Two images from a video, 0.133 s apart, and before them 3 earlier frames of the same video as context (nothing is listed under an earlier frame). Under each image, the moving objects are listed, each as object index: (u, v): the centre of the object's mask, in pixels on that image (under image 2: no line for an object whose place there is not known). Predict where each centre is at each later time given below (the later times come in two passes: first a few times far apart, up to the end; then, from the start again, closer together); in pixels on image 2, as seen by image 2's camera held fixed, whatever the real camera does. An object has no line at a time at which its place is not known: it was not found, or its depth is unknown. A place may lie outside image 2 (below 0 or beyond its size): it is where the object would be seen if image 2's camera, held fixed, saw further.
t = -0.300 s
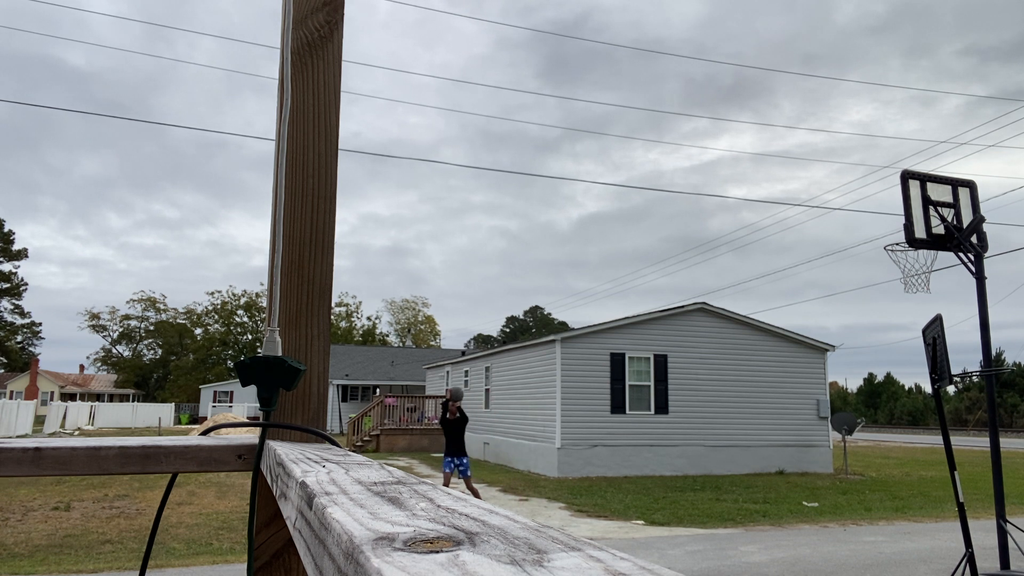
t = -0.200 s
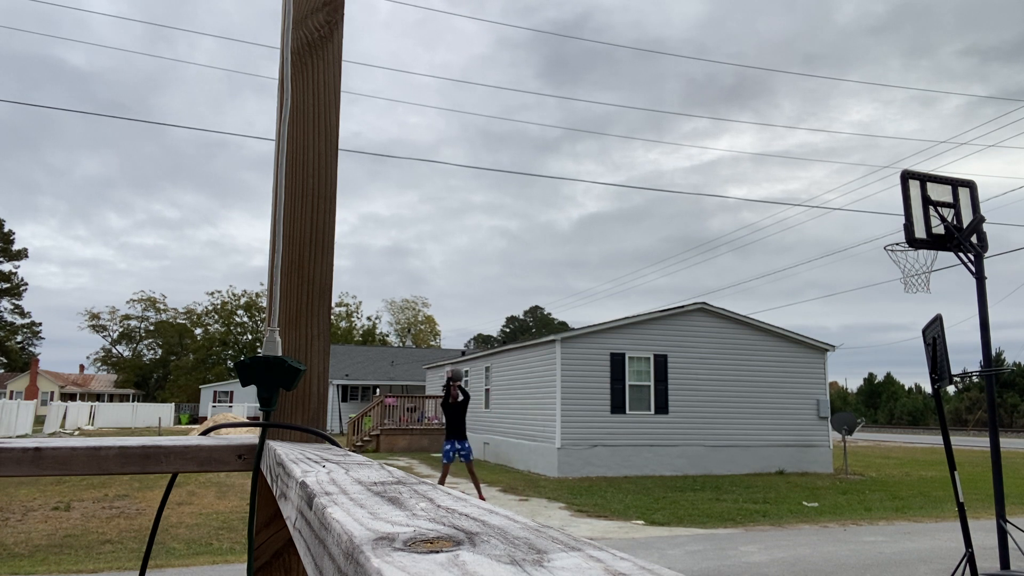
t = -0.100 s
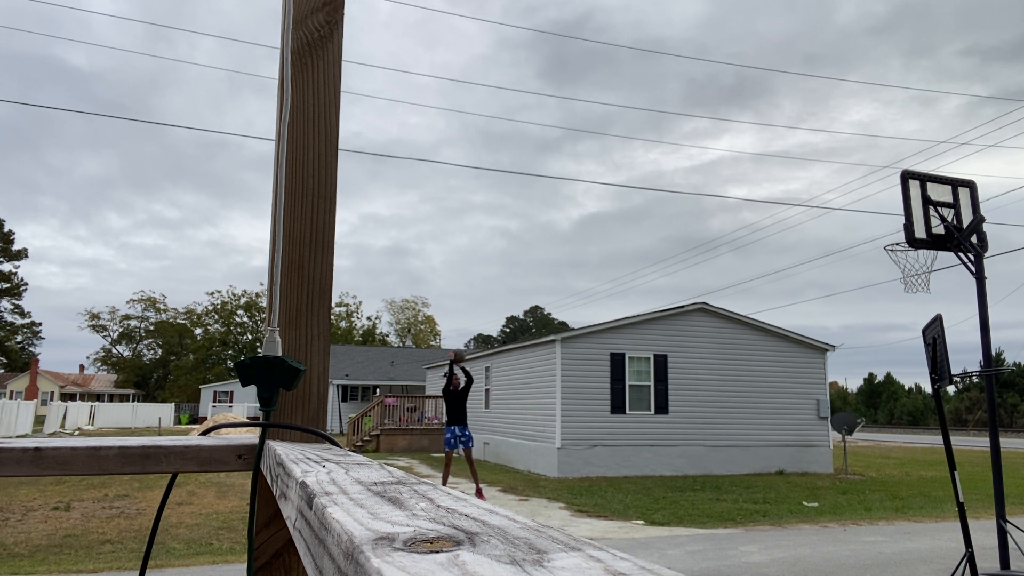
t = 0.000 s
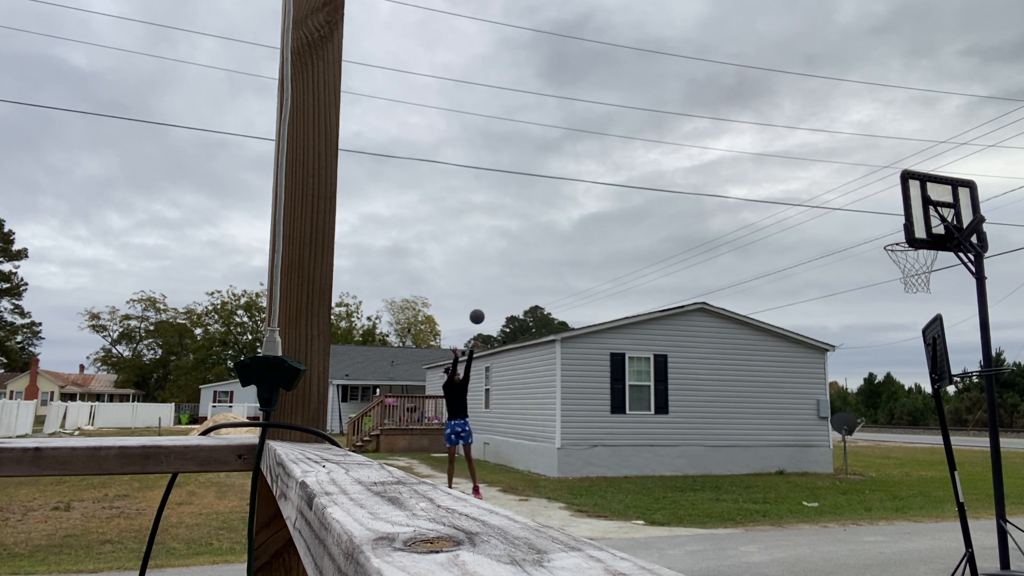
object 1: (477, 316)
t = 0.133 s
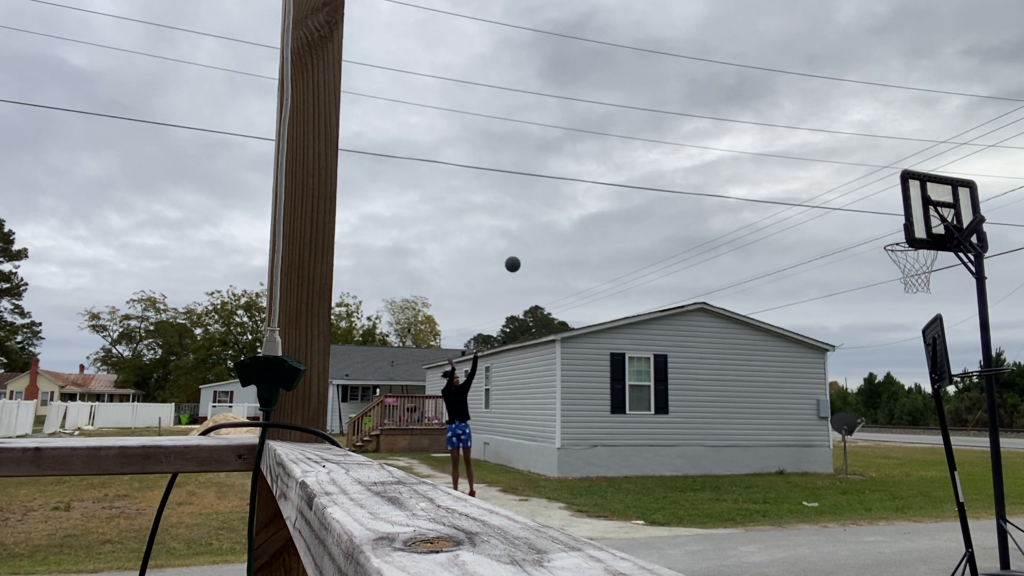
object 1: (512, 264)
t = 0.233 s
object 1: (541, 231)
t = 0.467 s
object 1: (612, 176)
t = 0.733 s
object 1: (706, 155)
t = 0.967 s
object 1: (806, 183)
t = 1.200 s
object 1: (927, 258)
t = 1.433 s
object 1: (929, 280)
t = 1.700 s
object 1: (918, 363)
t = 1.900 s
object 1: (919, 476)
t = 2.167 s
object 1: (900, 482)
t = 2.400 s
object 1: (874, 406)
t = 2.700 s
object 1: (851, 397)
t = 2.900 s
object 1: (838, 440)
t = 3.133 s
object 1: (828, 540)
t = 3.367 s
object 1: (807, 478)
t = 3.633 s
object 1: (786, 451)
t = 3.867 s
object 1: (771, 485)
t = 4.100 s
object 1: (757, 524)
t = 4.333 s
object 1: (739, 482)
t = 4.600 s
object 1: (722, 496)
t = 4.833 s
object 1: (708, 519)
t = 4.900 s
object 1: (703, 506)
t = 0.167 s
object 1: (522, 252)
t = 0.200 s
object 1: (531, 241)
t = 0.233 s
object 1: (541, 231)
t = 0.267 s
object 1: (550, 221)
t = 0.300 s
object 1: (560, 212)
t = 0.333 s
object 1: (570, 204)
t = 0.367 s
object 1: (580, 196)
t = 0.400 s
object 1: (590, 189)
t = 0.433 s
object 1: (601, 182)
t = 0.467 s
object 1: (612, 176)
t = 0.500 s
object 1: (623, 171)
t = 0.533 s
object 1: (634, 166)
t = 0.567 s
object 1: (645, 162)
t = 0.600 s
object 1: (657, 159)
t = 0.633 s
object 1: (669, 157)
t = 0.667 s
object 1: (681, 155)
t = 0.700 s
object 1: (693, 155)
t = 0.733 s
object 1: (706, 155)
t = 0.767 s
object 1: (719, 156)
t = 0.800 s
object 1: (732, 158)
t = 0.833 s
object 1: (746, 161)
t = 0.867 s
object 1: (761, 165)
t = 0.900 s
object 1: (776, 170)
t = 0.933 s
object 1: (791, 176)
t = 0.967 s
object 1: (806, 183)
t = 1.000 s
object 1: (822, 191)
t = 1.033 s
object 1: (839, 200)
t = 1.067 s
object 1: (855, 211)
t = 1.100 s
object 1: (872, 224)
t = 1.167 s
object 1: (906, 250)
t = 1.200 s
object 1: (927, 258)
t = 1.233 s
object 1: (936, 262)
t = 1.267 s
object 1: (937, 263)
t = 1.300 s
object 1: (935, 264)
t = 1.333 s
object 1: (934, 266)
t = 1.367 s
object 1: (932, 270)
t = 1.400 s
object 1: (931, 274)
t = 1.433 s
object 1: (929, 280)
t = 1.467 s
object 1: (928, 286)
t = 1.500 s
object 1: (927, 293)
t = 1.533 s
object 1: (926, 302)
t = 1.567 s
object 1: (923, 311)
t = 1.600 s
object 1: (920, 321)
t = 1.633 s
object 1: (917, 335)
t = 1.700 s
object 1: (918, 363)
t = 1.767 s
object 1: (920, 396)
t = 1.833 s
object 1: (920, 434)
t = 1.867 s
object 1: (920, 455)
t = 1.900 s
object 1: (919, 476)
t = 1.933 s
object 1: (919, 499)
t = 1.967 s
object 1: (919, 524)
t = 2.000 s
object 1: (919, 550)
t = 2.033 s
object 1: (917, 557)
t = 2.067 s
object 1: (913, 536)
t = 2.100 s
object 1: (908, 517)
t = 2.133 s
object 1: (904, 499)
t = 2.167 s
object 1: (900, 482)
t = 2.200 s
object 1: (896, 468)
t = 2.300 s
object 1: (885, 431)
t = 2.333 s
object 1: (881, 422)
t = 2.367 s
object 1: (878, 414)
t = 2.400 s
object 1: (874, 406)
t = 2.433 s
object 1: (871, 401)
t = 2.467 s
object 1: (869, 397)
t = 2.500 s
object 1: (866, 395)
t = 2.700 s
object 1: (851, 397)
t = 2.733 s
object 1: (848, 401)
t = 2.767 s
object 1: (846, 406)
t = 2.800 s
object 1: (844, 414)
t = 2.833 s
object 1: (843, 422)
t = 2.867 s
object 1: (840, 430)
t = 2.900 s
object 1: (838, 440)
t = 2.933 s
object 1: (836, 451)
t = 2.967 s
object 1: (835, 463)
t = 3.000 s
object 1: (833, 477)
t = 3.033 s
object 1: (832, 490)
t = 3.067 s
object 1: (831, 506)
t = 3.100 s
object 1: (829, 522)
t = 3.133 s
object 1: (828, 540)
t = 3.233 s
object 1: (820, 519)
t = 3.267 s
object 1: (816, 507)
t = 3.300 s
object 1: (813, 495)
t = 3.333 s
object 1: (810, 486)
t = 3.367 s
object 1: (807, 478)
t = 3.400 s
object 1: (804, 471)
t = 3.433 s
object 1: (801, 464)
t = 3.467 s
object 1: (798, 460)
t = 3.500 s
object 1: (796, 455)
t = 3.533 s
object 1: (793, 453)
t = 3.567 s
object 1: (790, 451)
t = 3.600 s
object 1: (788, 451)
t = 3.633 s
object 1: (786, 451)
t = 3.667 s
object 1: (783, 453)
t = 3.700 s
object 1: (781, 456)
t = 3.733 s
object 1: (779, 460)
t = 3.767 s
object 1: (777, 465)
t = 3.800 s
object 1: (775, 471)
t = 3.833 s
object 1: (773, 478)
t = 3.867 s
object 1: (771, 485)
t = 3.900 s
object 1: (769, 494)
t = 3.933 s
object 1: (767, 504)
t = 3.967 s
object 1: (766, 516)
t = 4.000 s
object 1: (764, 528)
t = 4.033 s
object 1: (763, 542)
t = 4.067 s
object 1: (760, 535)
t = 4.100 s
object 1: (757, 524)
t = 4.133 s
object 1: (755, 514)
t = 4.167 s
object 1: (752, 506)
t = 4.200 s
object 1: (749, 499)
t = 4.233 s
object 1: (747, 492)
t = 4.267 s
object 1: (744, 487)
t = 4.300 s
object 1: (741, 484)
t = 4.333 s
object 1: (739, 482)
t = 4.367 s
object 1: (737, 480)
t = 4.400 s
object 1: (735, 479)
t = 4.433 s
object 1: (732, 480)
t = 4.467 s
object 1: (730, 481)
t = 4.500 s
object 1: (728, 483)
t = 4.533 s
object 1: (726, 486)
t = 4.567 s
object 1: (724, 491)
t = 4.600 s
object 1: (722, 496)
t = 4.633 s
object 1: (720, 503)
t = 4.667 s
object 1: (719, 510)
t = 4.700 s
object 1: (717, 519)
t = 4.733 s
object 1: (715, 529)
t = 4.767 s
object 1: (713, 536)
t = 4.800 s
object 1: (710, 527)
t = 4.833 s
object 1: (708, 519)
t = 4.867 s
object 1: (705, 512)
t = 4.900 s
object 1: (703, 506)
